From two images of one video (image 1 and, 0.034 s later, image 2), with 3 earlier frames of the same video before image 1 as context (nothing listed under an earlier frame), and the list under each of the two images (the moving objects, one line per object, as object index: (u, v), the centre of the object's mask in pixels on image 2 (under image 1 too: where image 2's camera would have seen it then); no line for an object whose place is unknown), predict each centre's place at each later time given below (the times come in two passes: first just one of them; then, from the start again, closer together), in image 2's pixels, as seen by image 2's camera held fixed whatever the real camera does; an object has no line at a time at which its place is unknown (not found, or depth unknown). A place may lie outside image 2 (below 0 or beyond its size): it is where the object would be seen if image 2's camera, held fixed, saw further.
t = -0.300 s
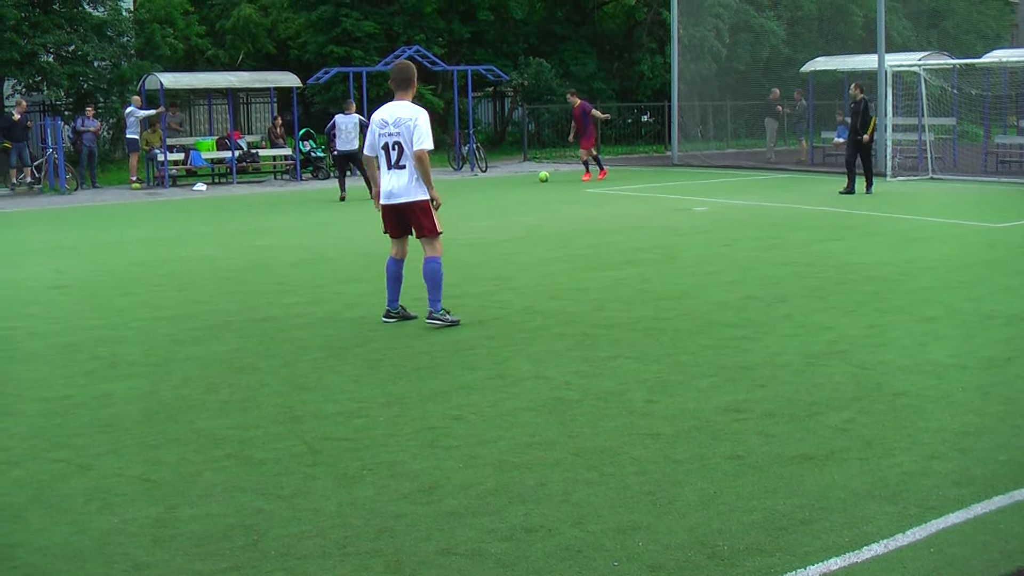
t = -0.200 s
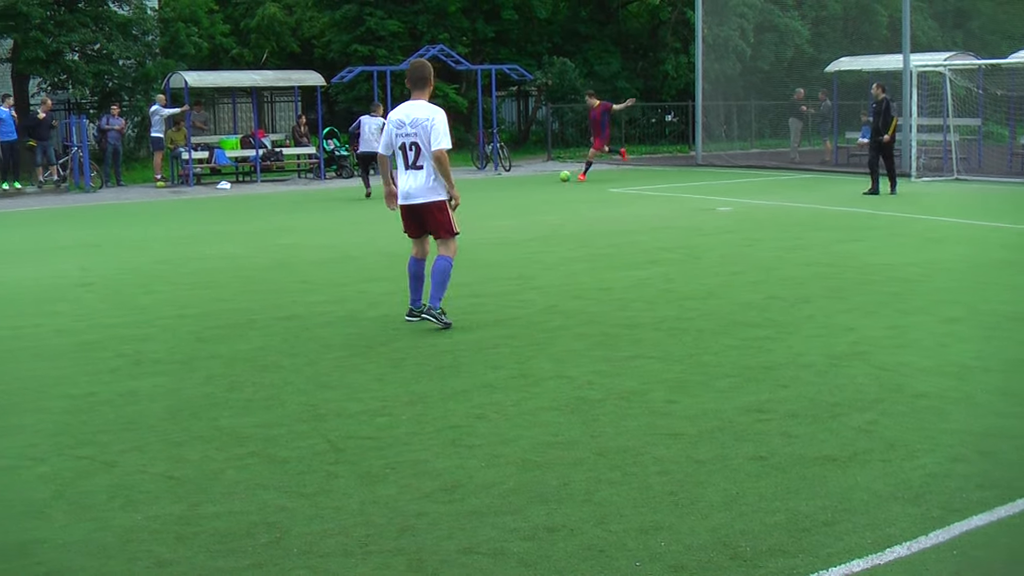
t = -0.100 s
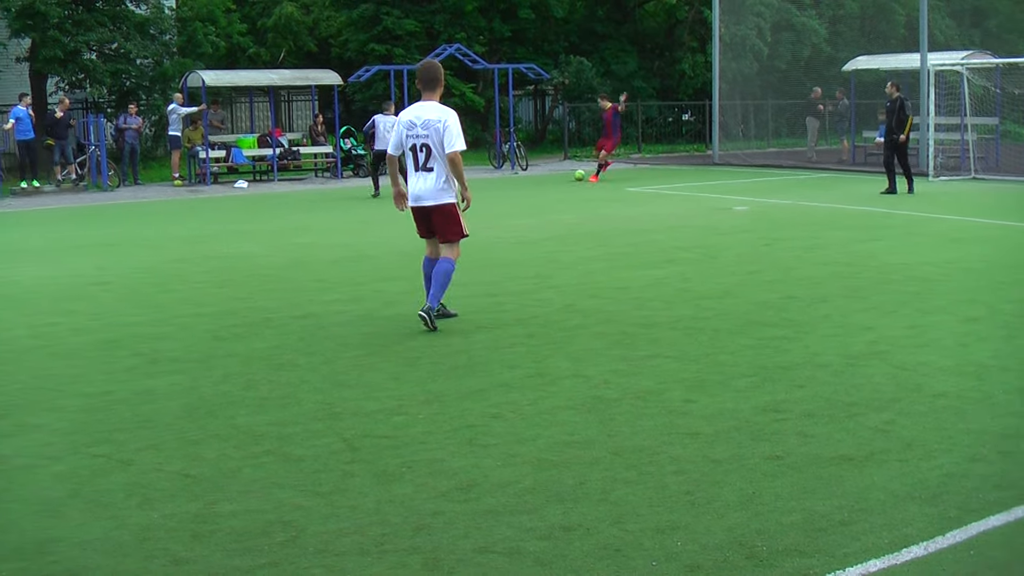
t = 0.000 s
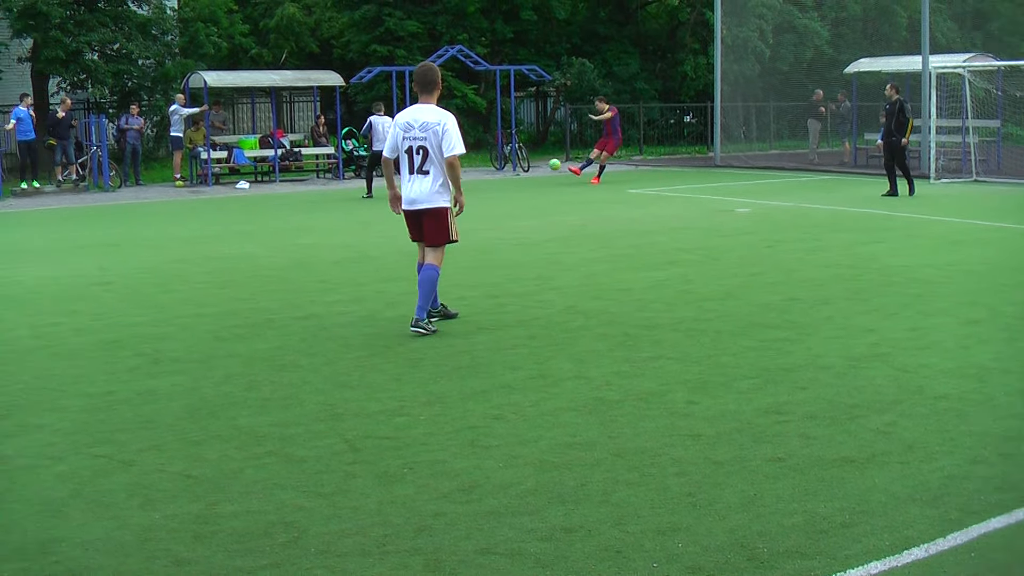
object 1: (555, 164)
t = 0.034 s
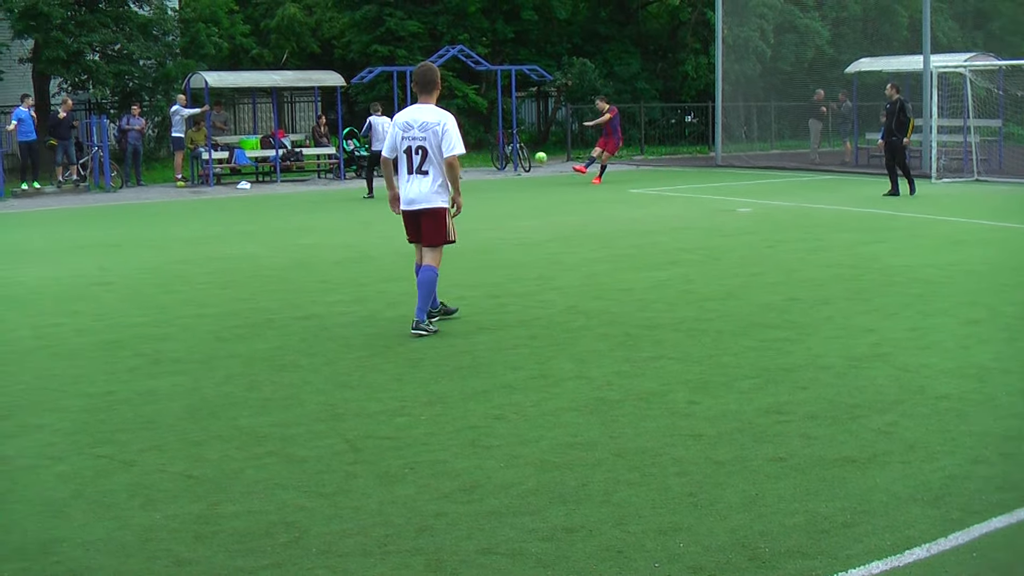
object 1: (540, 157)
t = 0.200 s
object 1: (470, 129)
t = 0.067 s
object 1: (527, 151)
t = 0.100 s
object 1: (512, 146)
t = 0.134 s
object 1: (498, 139)
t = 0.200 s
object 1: (470, 129)
